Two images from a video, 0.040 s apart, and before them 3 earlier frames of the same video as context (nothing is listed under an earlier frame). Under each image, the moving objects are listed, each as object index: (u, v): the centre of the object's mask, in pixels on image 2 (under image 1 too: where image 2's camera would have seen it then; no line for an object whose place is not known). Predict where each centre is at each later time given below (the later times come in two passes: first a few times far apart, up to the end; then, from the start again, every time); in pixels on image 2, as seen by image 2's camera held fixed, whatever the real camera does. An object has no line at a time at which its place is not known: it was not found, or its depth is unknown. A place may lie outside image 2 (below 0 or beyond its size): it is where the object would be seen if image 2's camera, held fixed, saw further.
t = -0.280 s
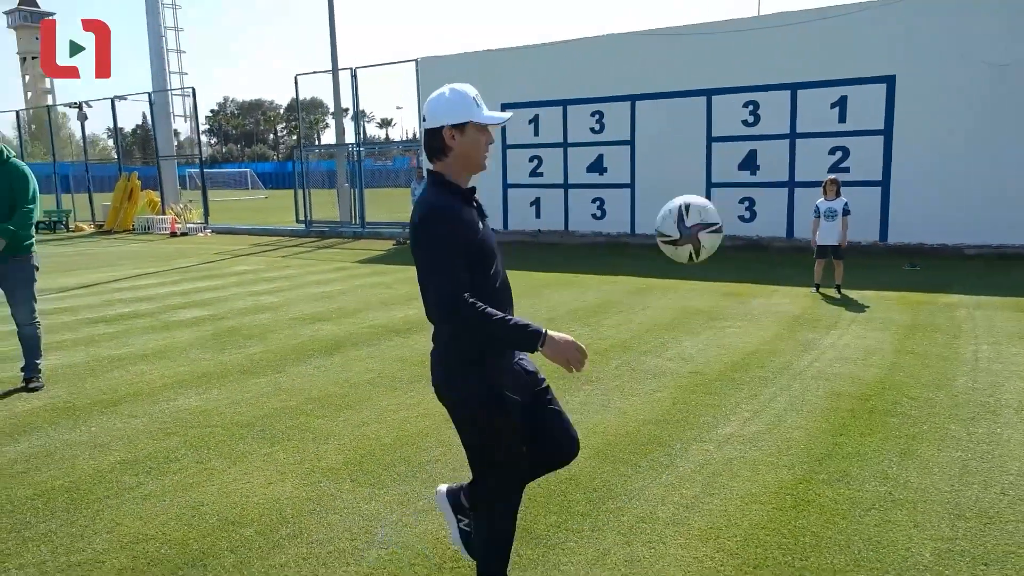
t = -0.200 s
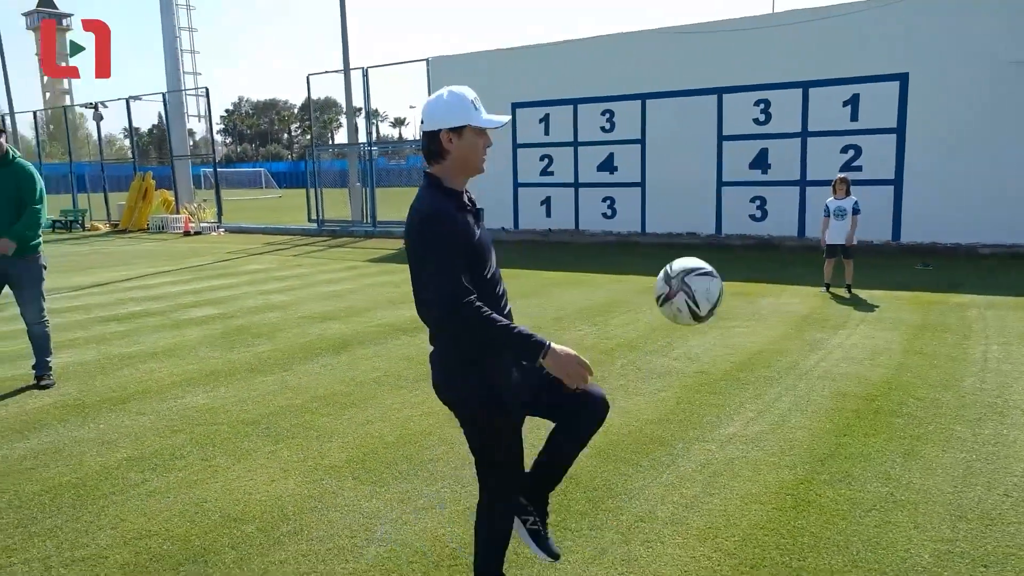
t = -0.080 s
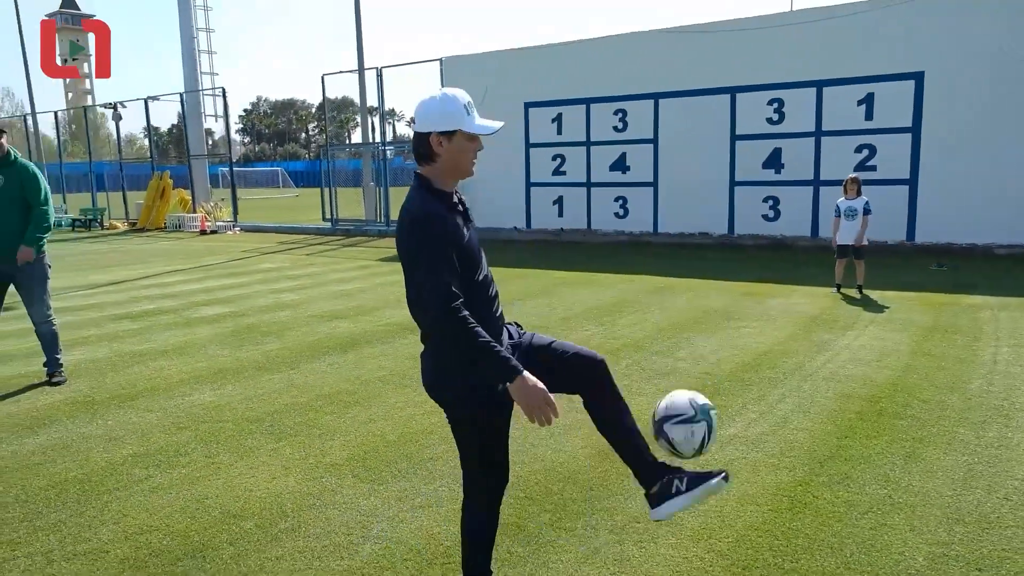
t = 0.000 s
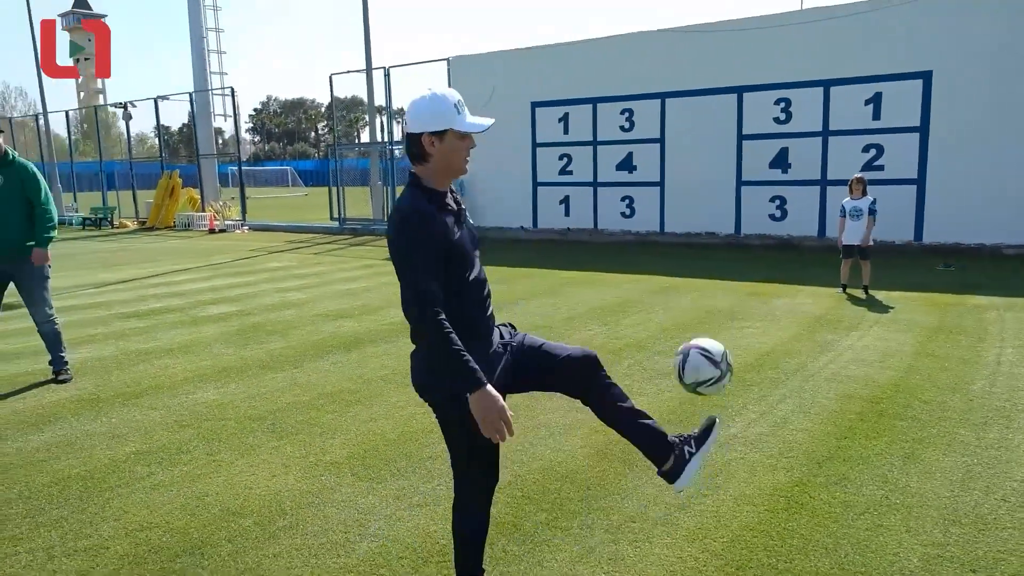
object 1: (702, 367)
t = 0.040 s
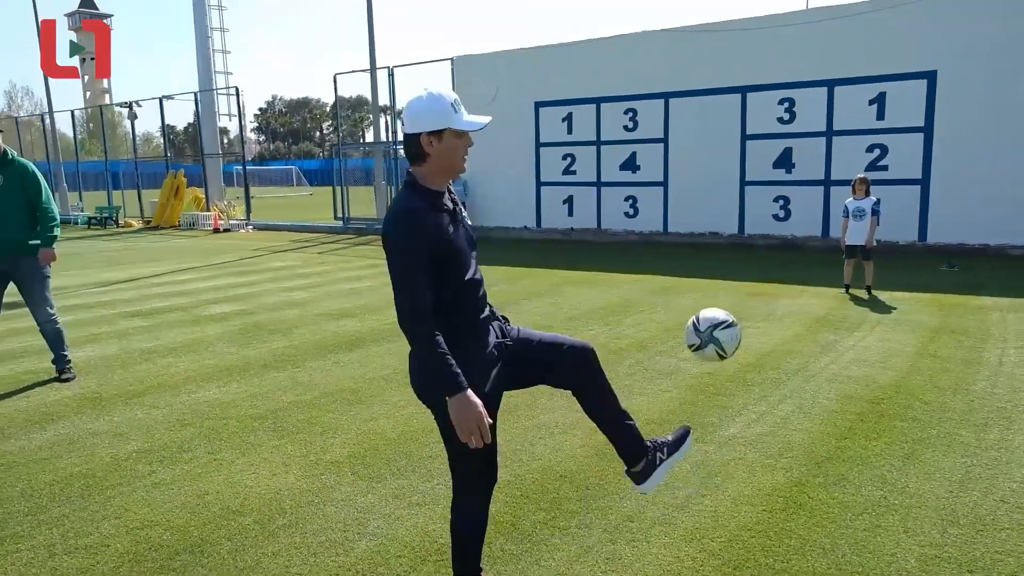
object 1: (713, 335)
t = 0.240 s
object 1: (747, 265)
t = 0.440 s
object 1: (769, 282)
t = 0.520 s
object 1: (778, 302)
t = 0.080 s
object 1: (722, 310)
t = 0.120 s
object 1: (730, 291)
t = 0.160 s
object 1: (736, 279)
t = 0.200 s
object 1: (742, 270)
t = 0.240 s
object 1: (747, 265)
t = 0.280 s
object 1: (751, 263)
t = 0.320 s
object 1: (756, 265)
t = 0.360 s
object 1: (761, 268)
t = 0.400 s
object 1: (765, 274)
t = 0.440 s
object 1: (769, 282)
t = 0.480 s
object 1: (774, 291)
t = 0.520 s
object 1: (778, 302)
